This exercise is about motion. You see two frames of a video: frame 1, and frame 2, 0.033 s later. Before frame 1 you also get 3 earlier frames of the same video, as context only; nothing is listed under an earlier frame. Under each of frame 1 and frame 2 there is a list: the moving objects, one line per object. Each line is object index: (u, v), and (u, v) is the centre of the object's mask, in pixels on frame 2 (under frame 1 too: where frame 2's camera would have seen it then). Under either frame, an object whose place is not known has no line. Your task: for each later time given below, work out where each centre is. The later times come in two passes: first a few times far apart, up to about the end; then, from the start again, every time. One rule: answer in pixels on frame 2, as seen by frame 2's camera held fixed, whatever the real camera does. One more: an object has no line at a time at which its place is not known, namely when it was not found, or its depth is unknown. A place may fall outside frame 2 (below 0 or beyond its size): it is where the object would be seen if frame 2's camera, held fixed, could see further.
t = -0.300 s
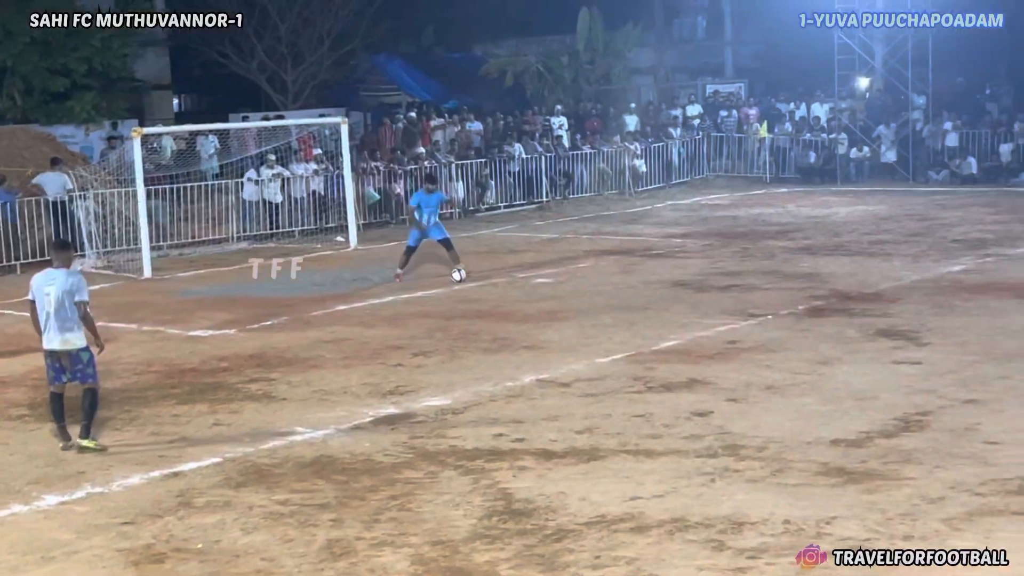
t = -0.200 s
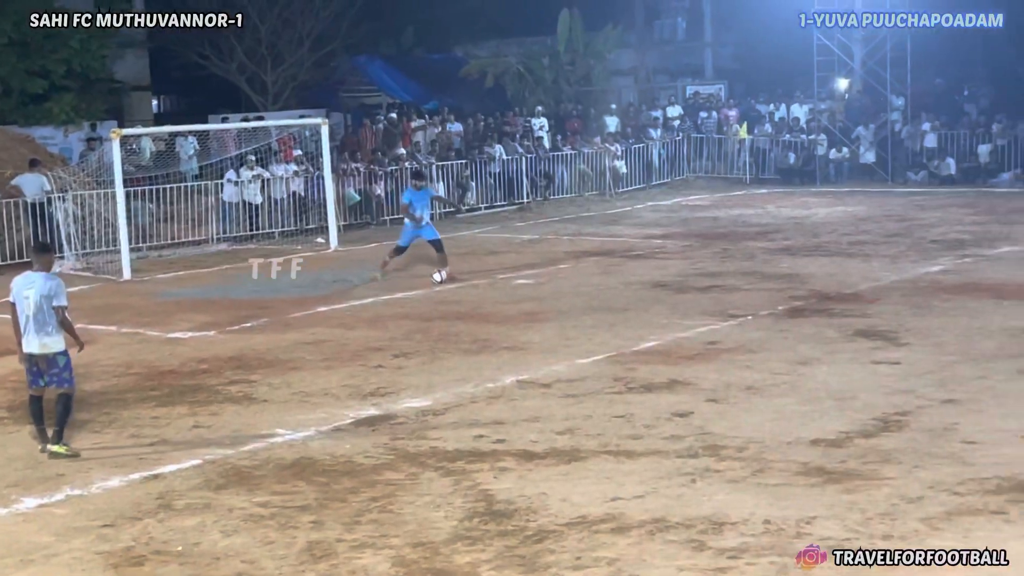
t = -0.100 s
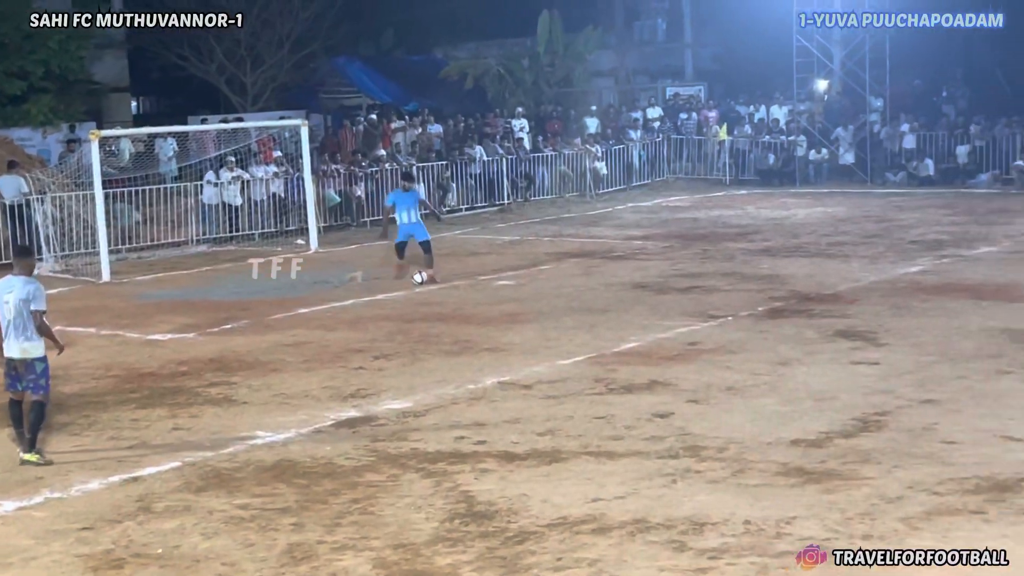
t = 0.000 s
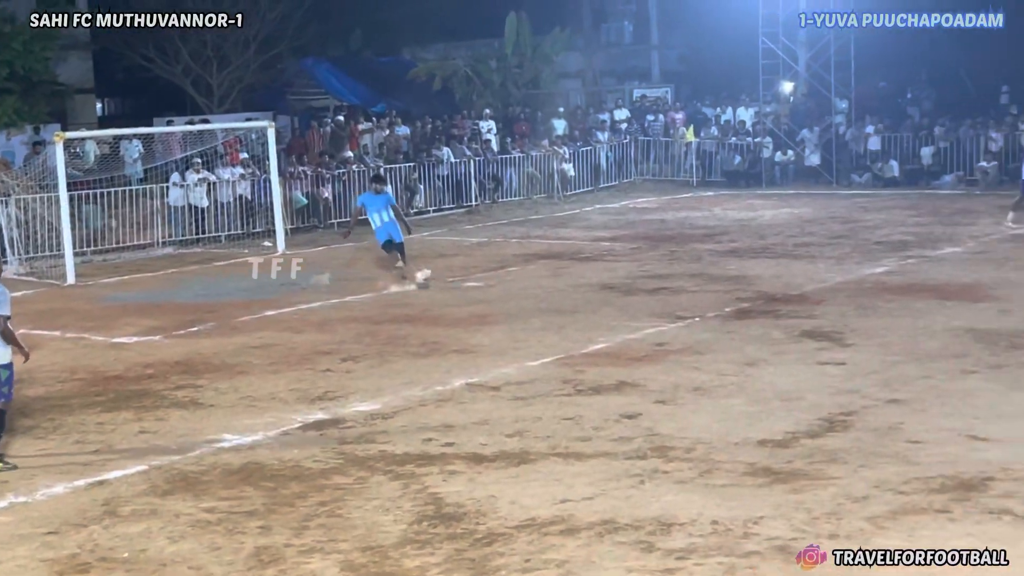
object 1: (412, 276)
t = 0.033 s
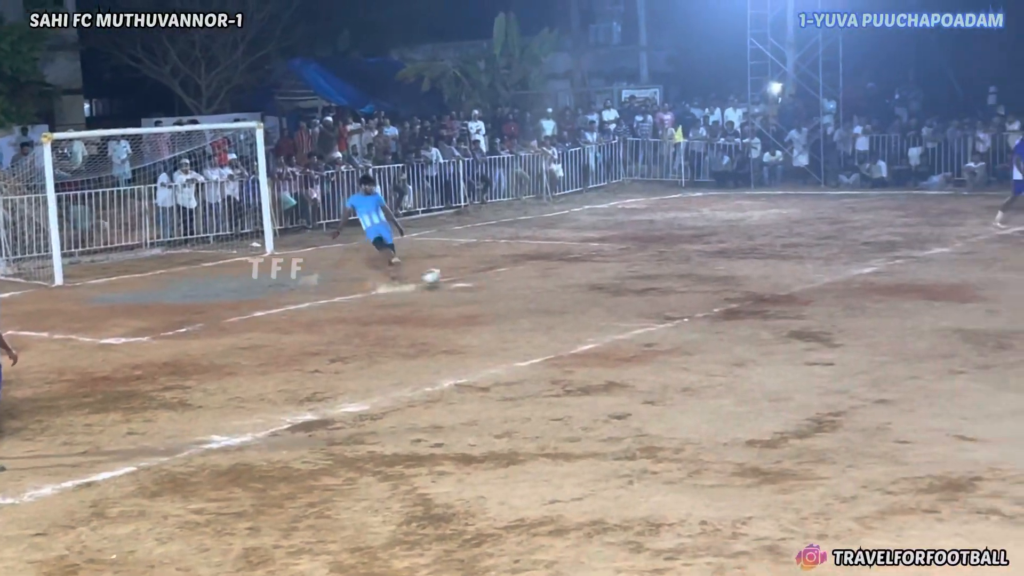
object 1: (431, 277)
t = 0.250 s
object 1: (586, 283)
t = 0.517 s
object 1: (849, 337)
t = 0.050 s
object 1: (442, 276)
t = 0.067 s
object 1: (453, 275)
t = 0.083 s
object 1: (463, 278)
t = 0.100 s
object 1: (474, 276)
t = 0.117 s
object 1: (487, 276)
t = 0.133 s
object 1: (498, 276)
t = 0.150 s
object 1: (509, 276)
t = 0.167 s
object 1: (522, 277)
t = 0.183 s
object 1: (534, 278)
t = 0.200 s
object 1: (546, 278)
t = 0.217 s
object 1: (559, 279)
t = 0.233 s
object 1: (573, 281)
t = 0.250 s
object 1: (586, 283)
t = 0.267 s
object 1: (600, 285)
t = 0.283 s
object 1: (614, 287)
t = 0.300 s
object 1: (627, 288)
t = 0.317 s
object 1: (643, 291)
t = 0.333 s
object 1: (658, 293)
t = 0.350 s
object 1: (673, 296)
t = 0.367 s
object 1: (689, 299)
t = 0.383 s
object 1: (705, 302)
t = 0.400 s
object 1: (721, 304)
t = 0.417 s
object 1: (737, 310)
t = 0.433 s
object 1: (756, 313)
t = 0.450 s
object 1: (773, 317)
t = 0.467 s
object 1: (791, 322)
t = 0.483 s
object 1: (810, 327)
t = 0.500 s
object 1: (829, 333)
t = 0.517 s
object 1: (849, 337)
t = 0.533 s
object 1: (869, 342)
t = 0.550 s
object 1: (884, 342)
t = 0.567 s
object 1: (900, 341)
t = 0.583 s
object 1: (916, 339)
